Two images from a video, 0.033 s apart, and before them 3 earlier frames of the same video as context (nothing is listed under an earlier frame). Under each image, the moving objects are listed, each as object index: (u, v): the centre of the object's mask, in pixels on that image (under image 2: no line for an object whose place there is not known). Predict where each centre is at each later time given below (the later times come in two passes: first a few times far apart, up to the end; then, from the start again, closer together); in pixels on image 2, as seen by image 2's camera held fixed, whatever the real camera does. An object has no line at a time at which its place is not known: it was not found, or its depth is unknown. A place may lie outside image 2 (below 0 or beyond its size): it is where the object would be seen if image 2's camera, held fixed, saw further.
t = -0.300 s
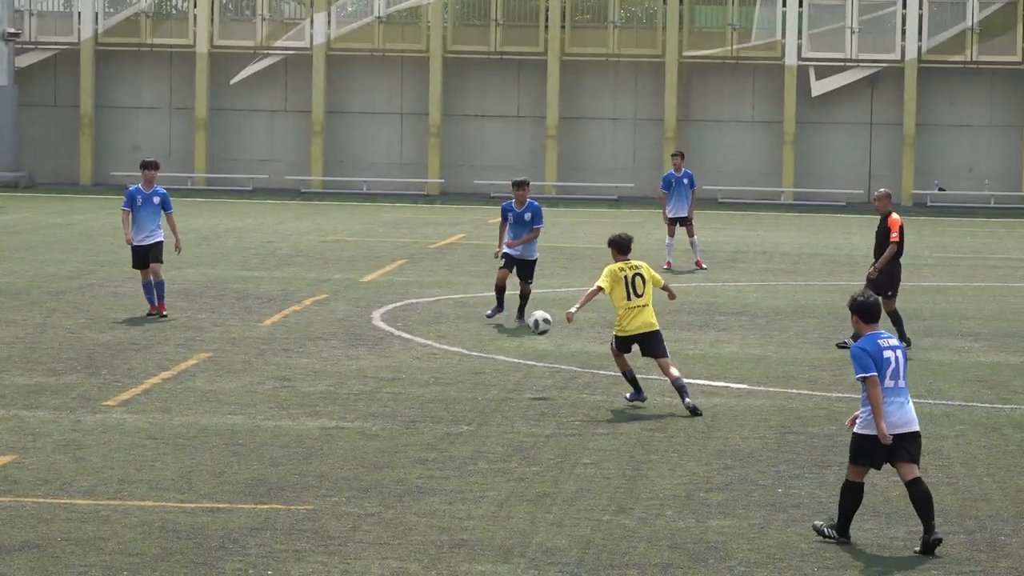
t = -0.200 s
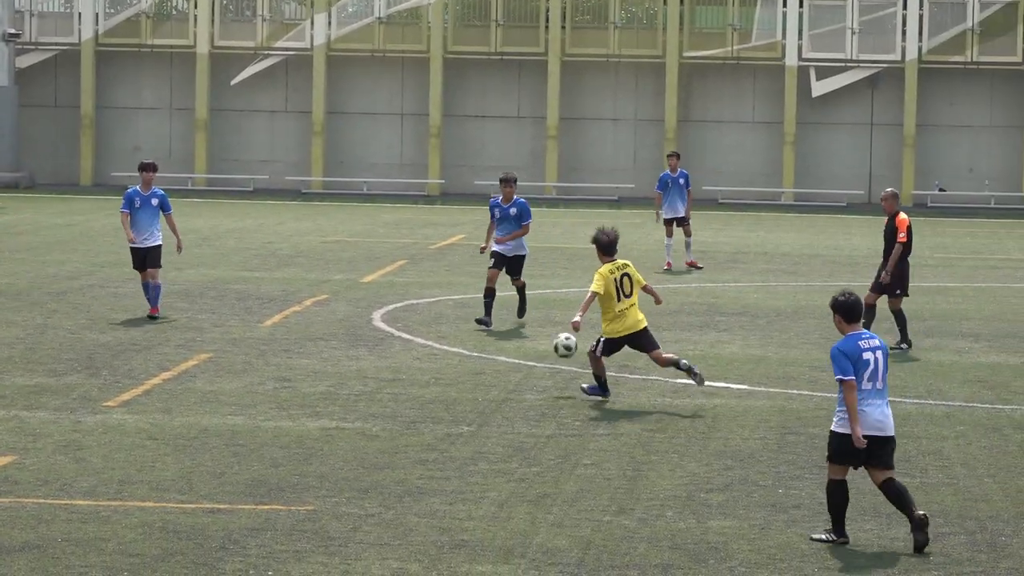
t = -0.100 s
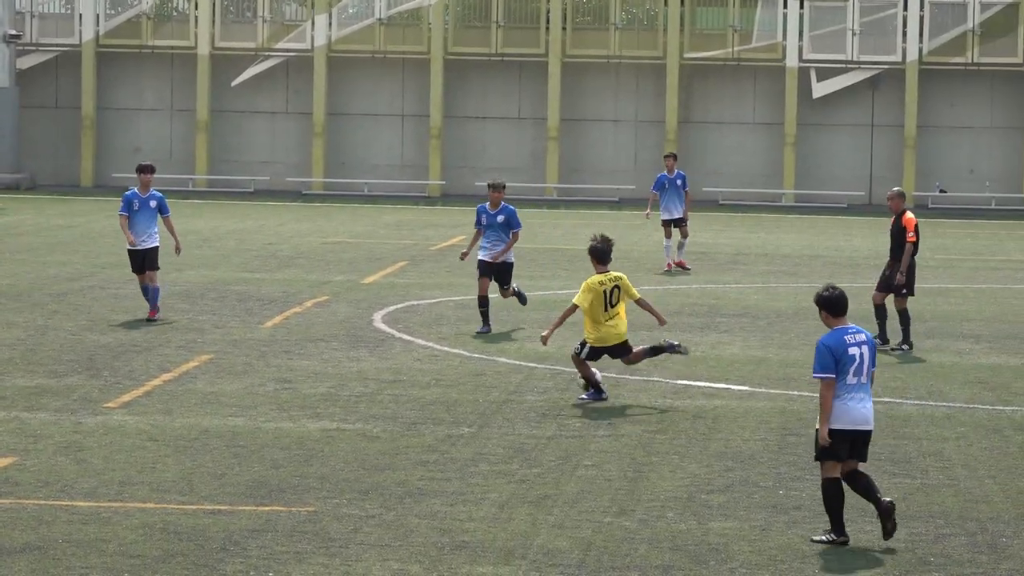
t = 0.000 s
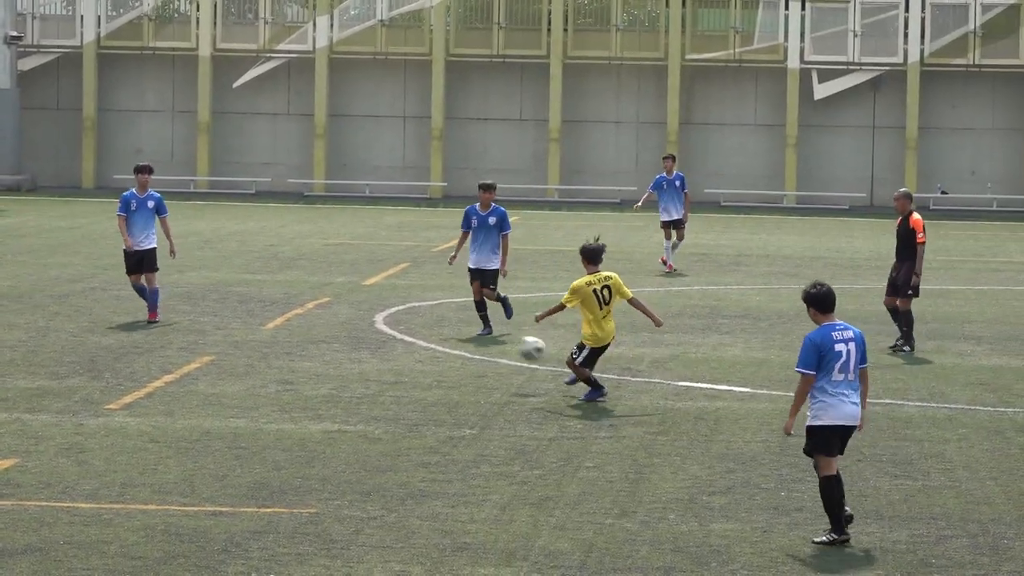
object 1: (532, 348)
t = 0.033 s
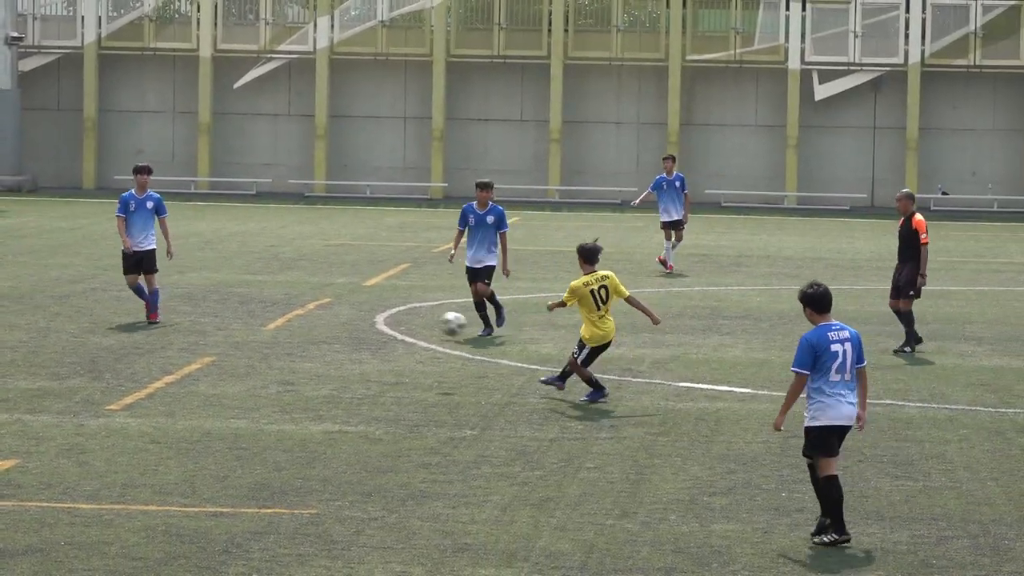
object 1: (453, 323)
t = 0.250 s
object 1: (-14, 181)
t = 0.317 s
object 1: (-151, 145)
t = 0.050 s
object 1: (414, 311)
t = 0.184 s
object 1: (124, 221)
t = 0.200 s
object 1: (89, 211)
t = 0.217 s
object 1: (54, 201)
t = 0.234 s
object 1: (21, 191)
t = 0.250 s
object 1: (-14, 181)
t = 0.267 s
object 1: (-48, 172)
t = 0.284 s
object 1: (-82, 163)
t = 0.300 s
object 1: (-117, 154)
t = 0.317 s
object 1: (-151, 145)
